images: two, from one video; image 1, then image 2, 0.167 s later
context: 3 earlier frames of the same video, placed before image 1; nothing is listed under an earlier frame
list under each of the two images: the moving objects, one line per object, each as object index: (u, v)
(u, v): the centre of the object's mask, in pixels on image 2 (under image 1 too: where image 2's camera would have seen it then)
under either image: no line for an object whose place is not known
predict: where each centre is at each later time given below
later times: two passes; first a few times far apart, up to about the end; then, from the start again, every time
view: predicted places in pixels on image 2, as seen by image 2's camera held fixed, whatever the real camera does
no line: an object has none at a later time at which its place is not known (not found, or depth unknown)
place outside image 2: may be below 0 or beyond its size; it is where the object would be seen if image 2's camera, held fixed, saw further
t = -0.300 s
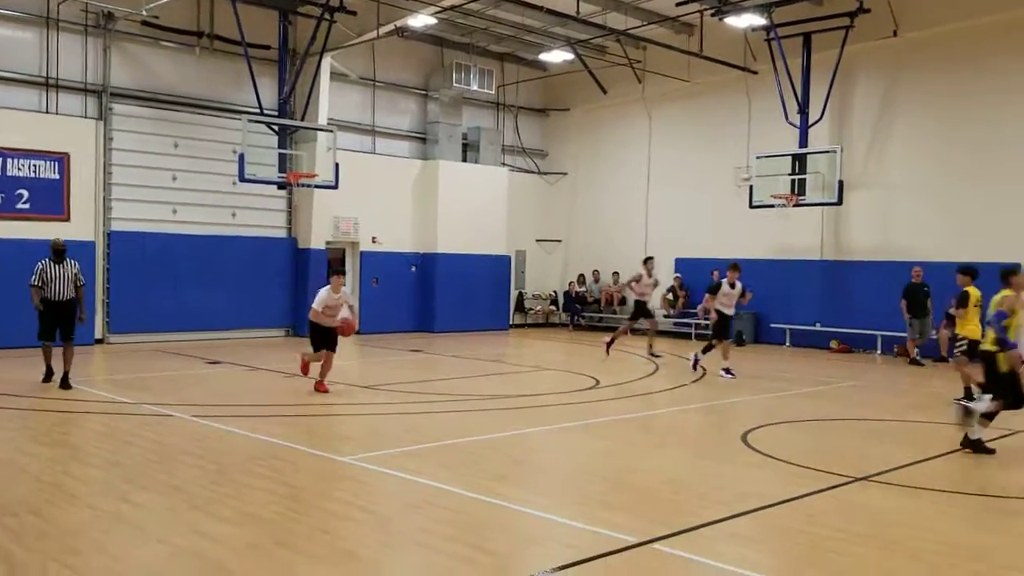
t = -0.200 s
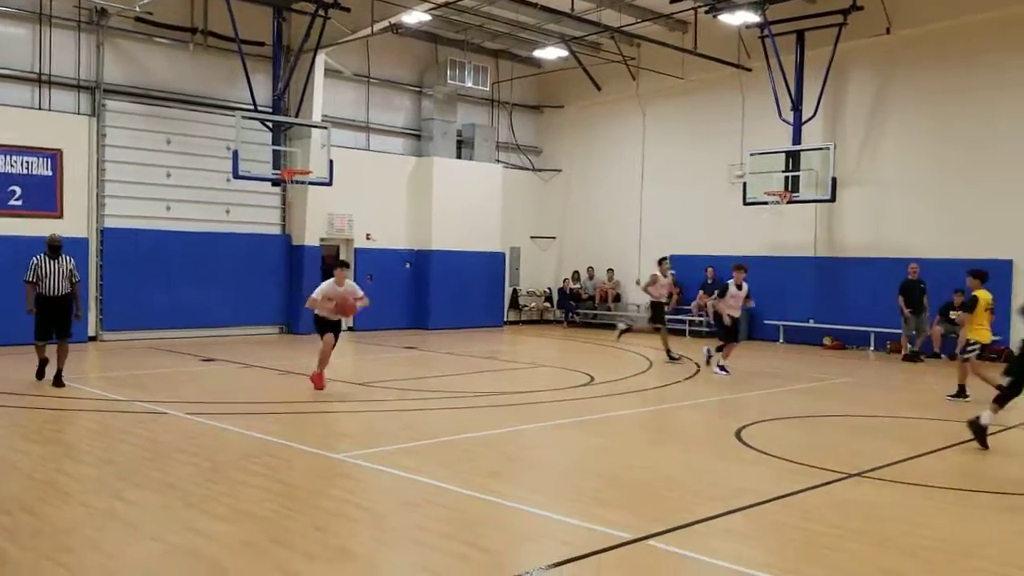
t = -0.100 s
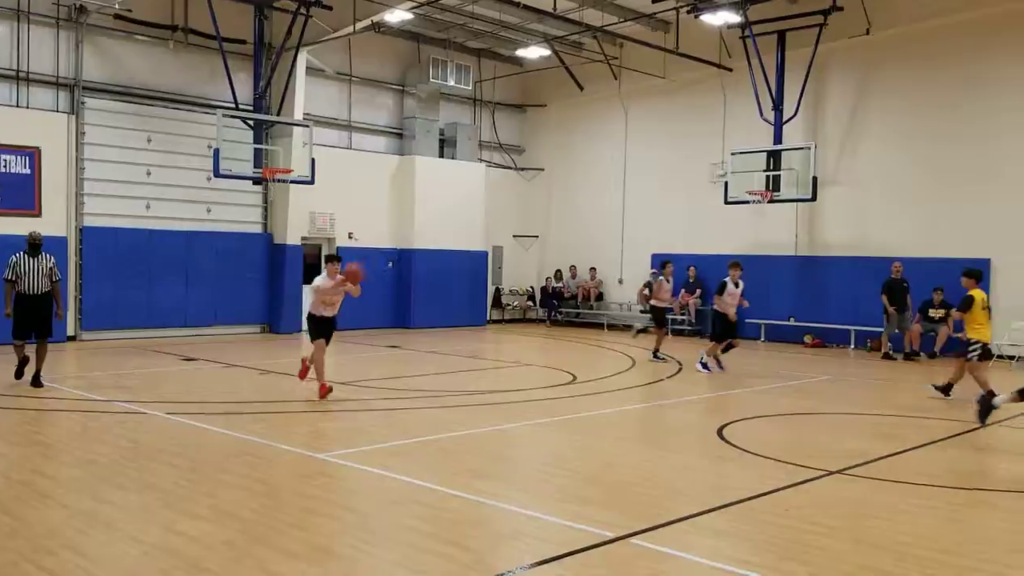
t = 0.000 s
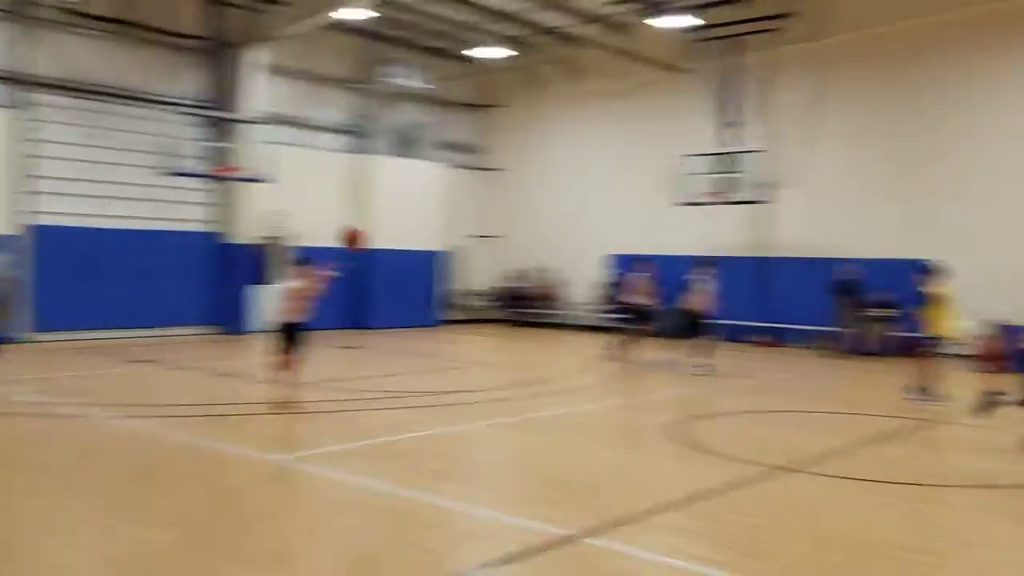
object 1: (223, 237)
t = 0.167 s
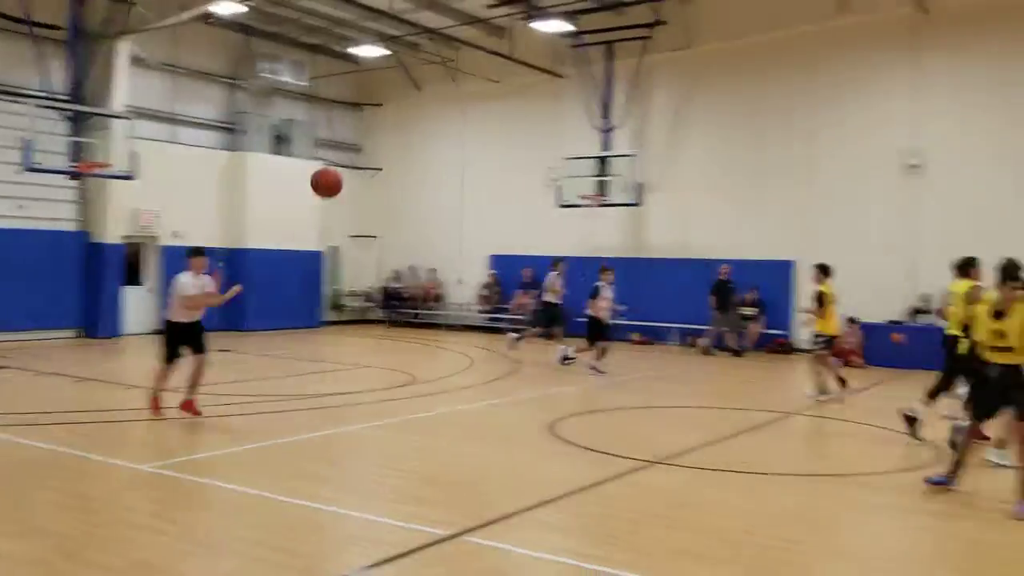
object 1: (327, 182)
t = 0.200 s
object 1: (350, 172)
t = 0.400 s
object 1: (544, 127)
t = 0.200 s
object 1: (350, 172)
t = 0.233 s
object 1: (376, 163)
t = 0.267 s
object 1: (403, 154)
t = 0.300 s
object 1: (434, 146)
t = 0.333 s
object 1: (467, 139)
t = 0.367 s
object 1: (504, 133)
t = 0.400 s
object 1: (544, 127)
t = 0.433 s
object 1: (590, 122)
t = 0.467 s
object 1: (643, 120)
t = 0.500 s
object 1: (698, 118)
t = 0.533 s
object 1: (764, 119)
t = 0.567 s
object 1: (839, 122)
